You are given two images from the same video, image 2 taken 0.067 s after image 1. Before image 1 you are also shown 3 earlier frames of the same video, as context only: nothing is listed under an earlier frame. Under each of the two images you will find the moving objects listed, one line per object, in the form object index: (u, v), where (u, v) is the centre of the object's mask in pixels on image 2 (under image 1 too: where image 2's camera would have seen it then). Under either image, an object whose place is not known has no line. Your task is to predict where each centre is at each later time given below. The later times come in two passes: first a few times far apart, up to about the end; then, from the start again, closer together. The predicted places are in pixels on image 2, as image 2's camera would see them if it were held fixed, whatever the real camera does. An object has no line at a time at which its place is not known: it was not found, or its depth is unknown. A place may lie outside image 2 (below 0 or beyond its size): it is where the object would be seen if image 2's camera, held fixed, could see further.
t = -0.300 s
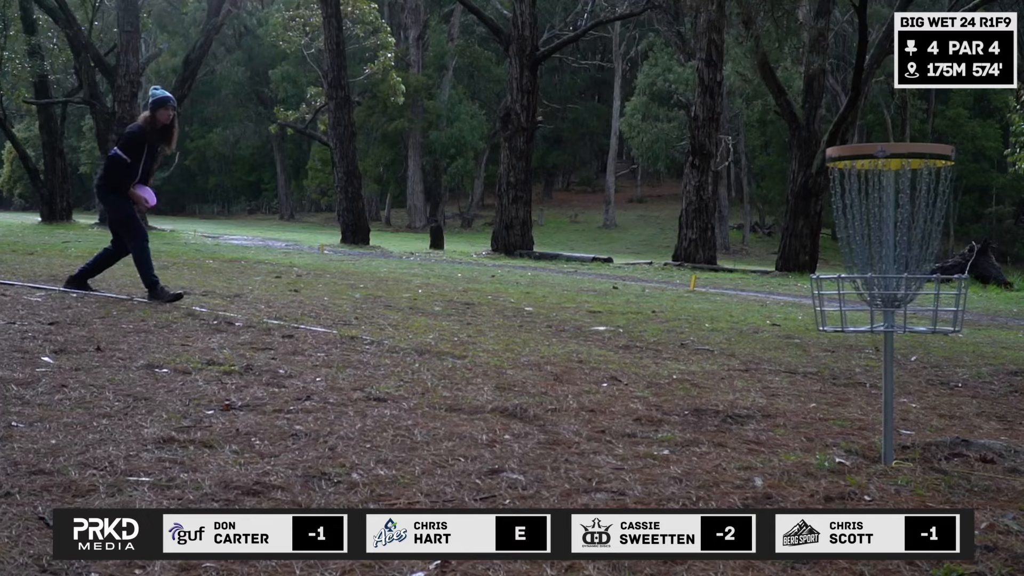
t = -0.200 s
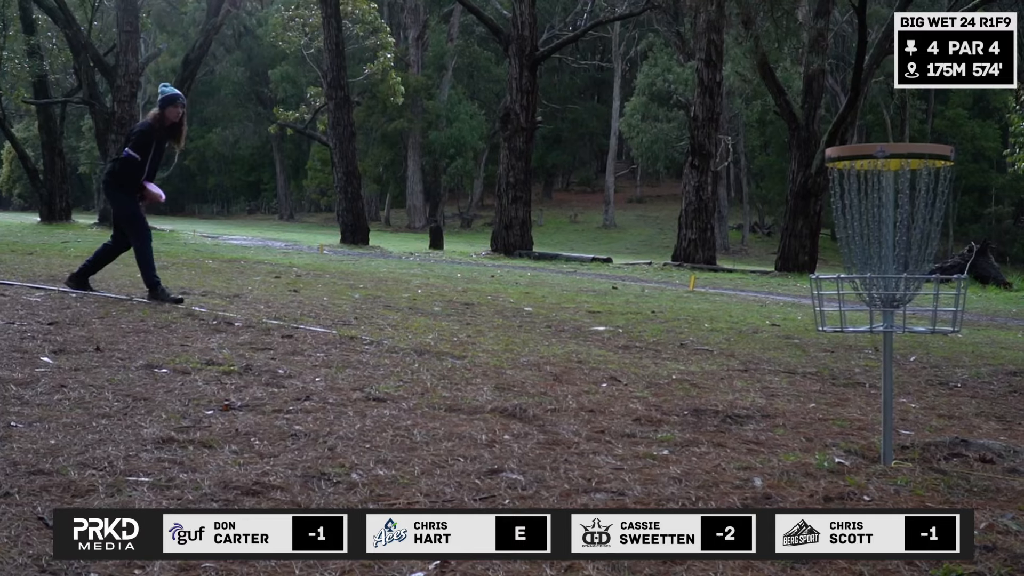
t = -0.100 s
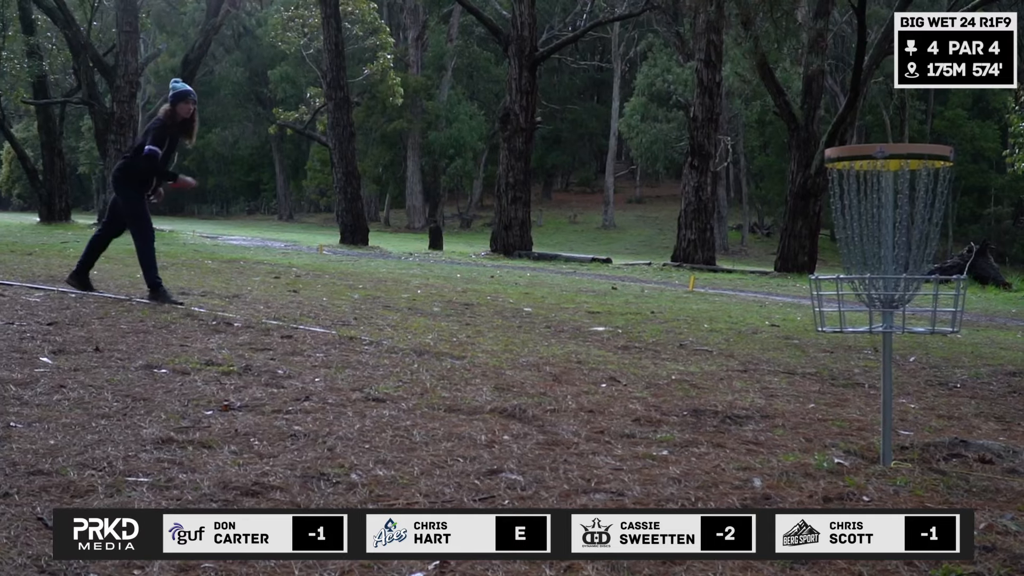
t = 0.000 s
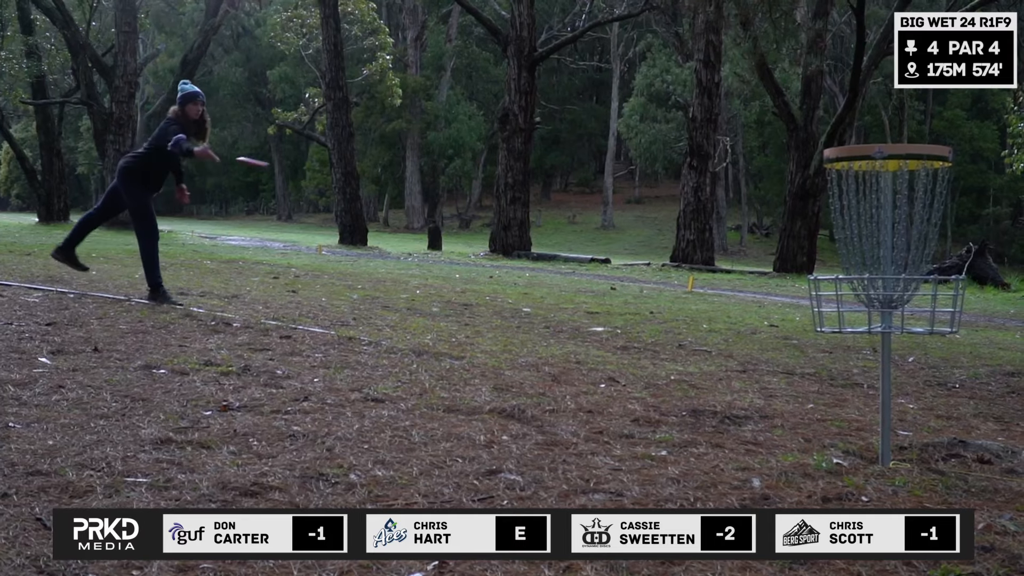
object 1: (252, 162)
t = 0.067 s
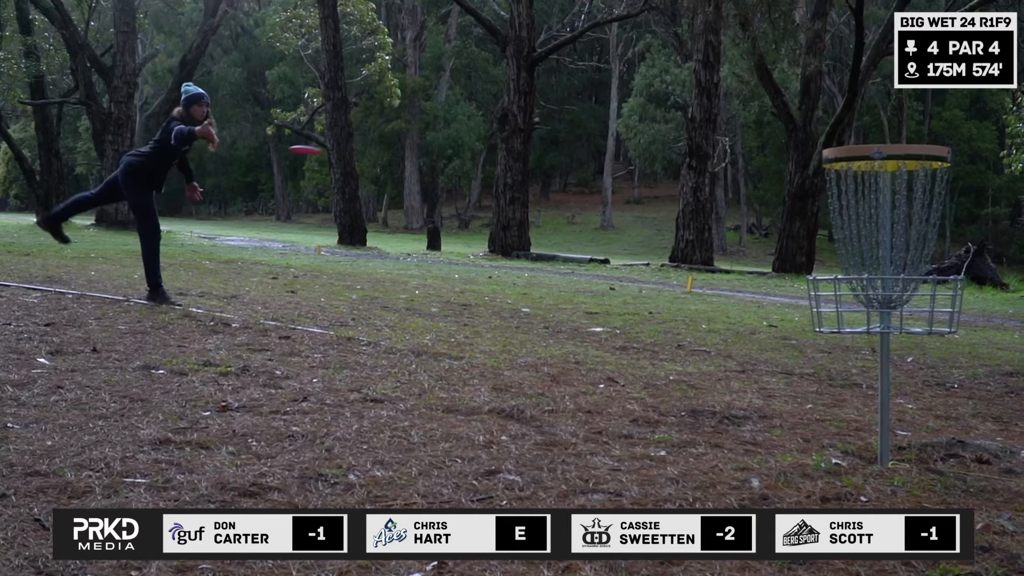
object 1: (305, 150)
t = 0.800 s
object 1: (933, 303)
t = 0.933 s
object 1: (924, 317)
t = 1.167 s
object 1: (907, 321)
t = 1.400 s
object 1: (901, 327)
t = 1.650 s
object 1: (902, 328)
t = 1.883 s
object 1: (902, 328)
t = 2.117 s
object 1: (902, 328)
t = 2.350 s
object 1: (903, 329)
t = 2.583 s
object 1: (902, 328)
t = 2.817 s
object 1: (901, 328)
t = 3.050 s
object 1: (901, 328)
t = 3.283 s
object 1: (900, 328)
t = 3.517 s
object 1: (900, 328)
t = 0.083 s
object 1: (318, 148)
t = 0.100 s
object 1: (333, 147)
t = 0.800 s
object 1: (933, 303)
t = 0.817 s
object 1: (935, 308)
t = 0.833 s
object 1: (937, 312)
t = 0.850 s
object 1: (937, 315)
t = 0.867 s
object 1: (934, 317)
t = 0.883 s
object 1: (932, 317)
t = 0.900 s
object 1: (930, 317)
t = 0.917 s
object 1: (927, 317)
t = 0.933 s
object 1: (924, 317)
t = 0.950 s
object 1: (923, 318)
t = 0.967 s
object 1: (921, 319)
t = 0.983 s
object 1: (920, 320)
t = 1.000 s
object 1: (917, 319)
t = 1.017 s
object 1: (917, 321)
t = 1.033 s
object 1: (915, 320)
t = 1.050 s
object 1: (913, 321)
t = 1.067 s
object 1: (912, 321)
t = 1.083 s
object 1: (911, 321)
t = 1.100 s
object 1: (910, 320)
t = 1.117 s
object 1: (909, 321)
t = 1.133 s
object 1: (908, 320)
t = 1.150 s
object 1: (907, 320)
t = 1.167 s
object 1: (907, 321)
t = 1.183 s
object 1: (905, 322)
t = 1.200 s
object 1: (904, 324)
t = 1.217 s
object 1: (904, 325)
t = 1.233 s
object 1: (904, 326)
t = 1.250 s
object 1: (901, 327)
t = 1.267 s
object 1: (901, 327)
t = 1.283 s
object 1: (902, 327)
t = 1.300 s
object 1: (902, 327)
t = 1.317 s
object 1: (902, 327)
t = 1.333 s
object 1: (901, 327)
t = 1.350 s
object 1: (901, 327)
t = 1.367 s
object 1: (901, 327)
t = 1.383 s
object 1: (901, 327)
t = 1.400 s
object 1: (901, 327)
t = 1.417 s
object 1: (901, 327)
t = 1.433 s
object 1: (900, 328)
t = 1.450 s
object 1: (901, 328)
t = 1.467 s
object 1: (901, 328)
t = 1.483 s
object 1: (901, 328)
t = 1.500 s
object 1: (902, 328)
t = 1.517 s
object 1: (902, 328)
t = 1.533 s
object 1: (901, 328)
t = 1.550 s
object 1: (901, 328)
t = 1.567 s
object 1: (901, 328)
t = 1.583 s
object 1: (902, 328)
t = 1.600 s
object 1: (902, 328)
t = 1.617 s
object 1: (902, 328)
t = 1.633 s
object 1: (901, 328)
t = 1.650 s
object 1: (902, 328)
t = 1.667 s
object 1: (902, 328)
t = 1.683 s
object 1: (902, 328)
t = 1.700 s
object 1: (902, 328)
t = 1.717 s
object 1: (902, 328)
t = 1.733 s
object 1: (902, 328)
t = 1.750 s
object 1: (902, 328)
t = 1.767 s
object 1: (902, 328)
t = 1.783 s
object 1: (901, 328)
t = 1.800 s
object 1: (902, 328)
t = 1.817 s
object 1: (902, 328)
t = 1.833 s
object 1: (902, 328)
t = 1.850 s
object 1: (901, 328)
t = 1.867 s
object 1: (901, 328)
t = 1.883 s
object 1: (902, 328)
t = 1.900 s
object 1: (902, 328)
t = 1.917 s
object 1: (902, 328)
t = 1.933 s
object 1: (902, 328)
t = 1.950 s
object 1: (902, 328)
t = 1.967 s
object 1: (902, 328)
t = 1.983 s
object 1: (902, 328)
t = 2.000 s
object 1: (902, 328)
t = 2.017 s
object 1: (902, 328)
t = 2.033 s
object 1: (902, 328)
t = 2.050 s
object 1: (902, 328)
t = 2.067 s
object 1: (902, 328)
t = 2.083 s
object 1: (902, 328)
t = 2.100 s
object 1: (902, 328)
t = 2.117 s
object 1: (902, 328)
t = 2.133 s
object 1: (902, 328)
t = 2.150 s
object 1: (902, 328)
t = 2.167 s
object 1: (902, 328)
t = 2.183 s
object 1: (902, 328)
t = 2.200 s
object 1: (902, 328)
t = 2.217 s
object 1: (902, 328)
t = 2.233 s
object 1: (903, 329)
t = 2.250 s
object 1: (903, 329)
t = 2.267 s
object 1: (903, 329)
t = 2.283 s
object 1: (903, 328)
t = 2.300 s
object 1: (903, 328)
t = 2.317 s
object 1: (903, 328)
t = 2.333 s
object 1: (903, 329)
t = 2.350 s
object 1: (903, 329)
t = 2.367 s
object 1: (902, 329)
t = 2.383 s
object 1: (903, 329)
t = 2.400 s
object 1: (903, 328)
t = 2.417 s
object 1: (903, 328)
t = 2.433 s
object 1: (902, 328)
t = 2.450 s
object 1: (903, 328)
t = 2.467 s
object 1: (903, 328)
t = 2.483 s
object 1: (902, 328)
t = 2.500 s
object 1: (902, 328)
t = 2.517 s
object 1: (902, 328)
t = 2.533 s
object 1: (902, 328)
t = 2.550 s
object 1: (902, 328)
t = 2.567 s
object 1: (901, 328)
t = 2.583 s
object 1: (902, 328)
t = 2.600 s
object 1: (902, 328)
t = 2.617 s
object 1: (901, 328)
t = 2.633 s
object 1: (902, 328)
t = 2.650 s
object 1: (902, 328)
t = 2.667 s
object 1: (901, 328)
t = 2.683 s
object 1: (901, 328)
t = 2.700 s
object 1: (901, 328)
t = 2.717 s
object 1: (901, 328)
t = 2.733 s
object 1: (902, 328)
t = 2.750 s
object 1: (902, 328)
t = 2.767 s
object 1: (902, 328)
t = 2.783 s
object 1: (901, 328)
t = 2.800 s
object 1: (901, 328)
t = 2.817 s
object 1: (901, 328)
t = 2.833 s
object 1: (901, 328)
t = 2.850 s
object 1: (901, 328)
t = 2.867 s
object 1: (902, 328)
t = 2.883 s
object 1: (902, 328)
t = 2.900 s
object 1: (902, 328)
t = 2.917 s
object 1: (902, 328)
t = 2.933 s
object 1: (901, 328)
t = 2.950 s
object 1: (901, 328)
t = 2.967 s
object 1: (901, 328)
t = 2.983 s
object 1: (901, 328)
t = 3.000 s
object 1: (901, 328)
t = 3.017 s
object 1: (901, 328)
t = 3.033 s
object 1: (901, 328)
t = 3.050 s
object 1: (901, 328)
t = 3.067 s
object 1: (901, 328)
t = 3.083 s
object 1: (900, 328)
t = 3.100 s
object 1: (900, 328)
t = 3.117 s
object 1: (901, 328)
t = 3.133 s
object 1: (901, 328)
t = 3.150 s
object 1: (901, 328)
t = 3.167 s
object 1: (901, 328)
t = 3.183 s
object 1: (901, 328)
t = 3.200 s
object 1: (900, 328)
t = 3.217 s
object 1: (900, 328)
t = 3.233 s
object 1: (900, 328)
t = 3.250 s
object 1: (900, 328)
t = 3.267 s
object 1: (900, 328)
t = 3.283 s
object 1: (900, 328)
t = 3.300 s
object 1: (901, 328)
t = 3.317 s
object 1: (900, 328)
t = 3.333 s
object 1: (900, 328)
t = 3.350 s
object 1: (900, 328)
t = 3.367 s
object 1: (900, 328)
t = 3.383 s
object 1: (900, 328)
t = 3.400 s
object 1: (900, 328)
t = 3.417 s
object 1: (901, 328)
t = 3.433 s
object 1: (901, 328)
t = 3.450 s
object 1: (901, 328)
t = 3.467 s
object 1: (901, 328)
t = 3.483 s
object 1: (901, 328)
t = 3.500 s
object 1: (900, 328)
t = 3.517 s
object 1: (900, 328)
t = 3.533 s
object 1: (900, 328)
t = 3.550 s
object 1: (900, 328)
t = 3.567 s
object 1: (900, 328)
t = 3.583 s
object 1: (900, 328)
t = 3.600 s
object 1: (899, 328)
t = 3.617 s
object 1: (899, 328)
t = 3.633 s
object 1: (899, 328)
